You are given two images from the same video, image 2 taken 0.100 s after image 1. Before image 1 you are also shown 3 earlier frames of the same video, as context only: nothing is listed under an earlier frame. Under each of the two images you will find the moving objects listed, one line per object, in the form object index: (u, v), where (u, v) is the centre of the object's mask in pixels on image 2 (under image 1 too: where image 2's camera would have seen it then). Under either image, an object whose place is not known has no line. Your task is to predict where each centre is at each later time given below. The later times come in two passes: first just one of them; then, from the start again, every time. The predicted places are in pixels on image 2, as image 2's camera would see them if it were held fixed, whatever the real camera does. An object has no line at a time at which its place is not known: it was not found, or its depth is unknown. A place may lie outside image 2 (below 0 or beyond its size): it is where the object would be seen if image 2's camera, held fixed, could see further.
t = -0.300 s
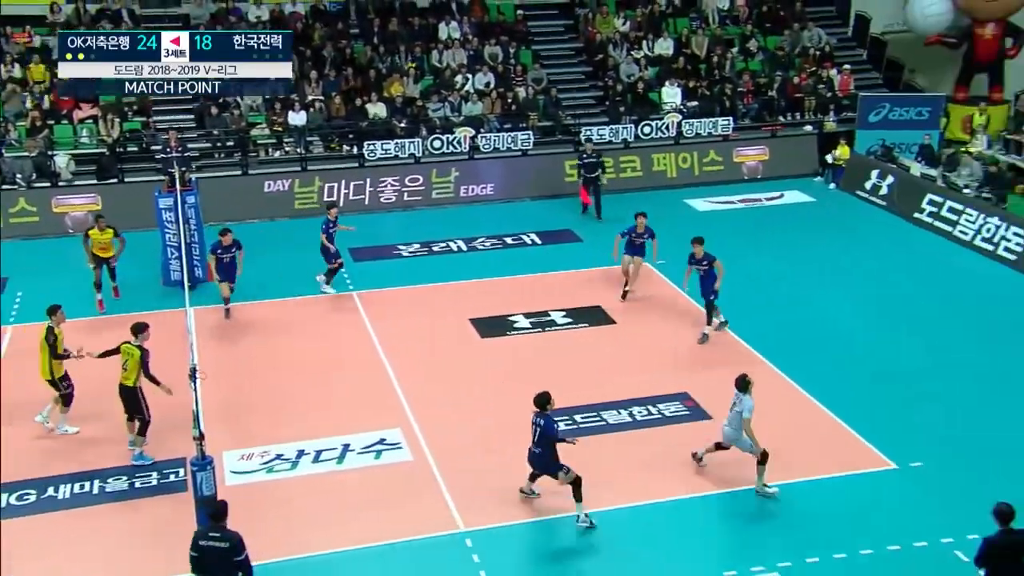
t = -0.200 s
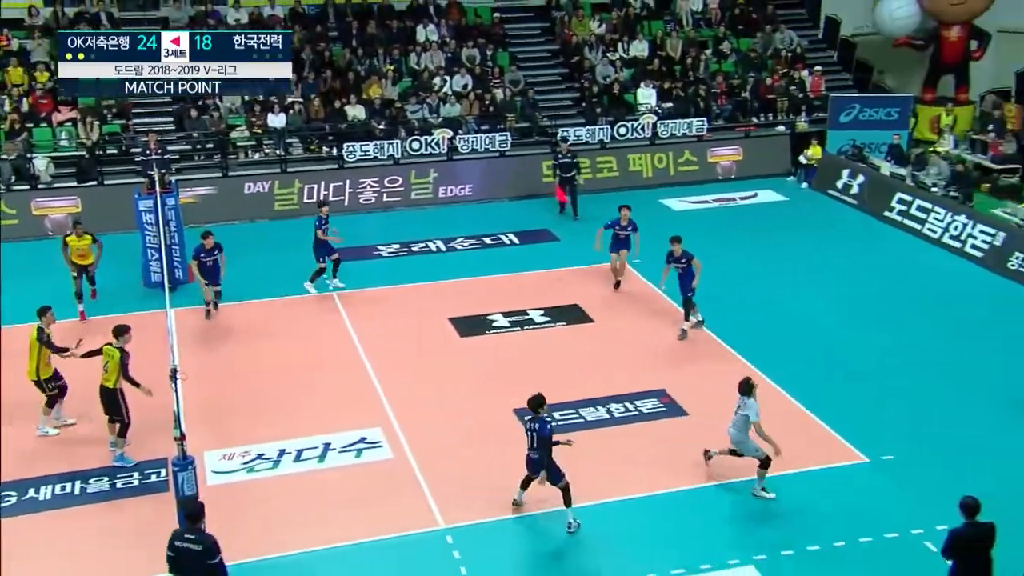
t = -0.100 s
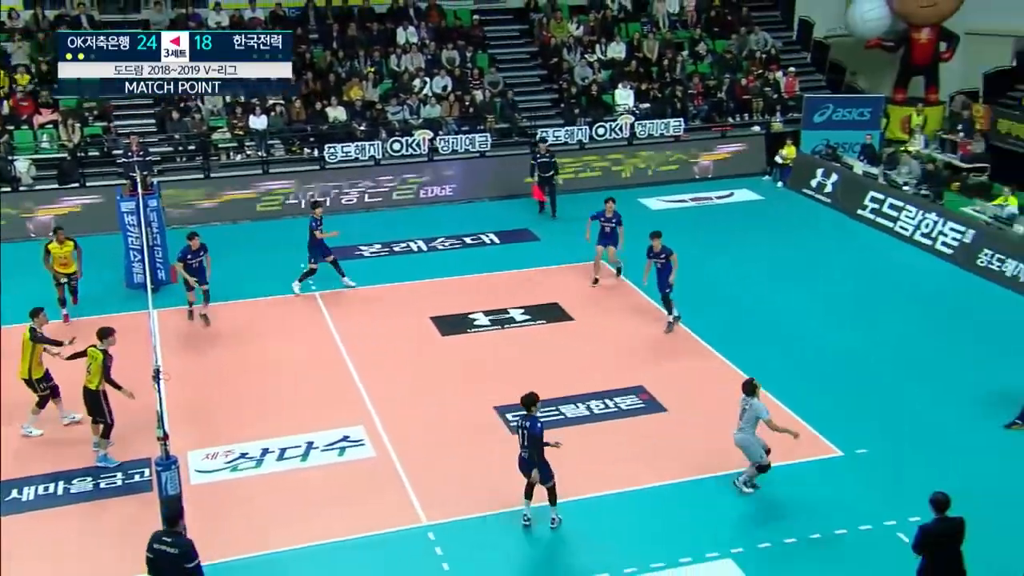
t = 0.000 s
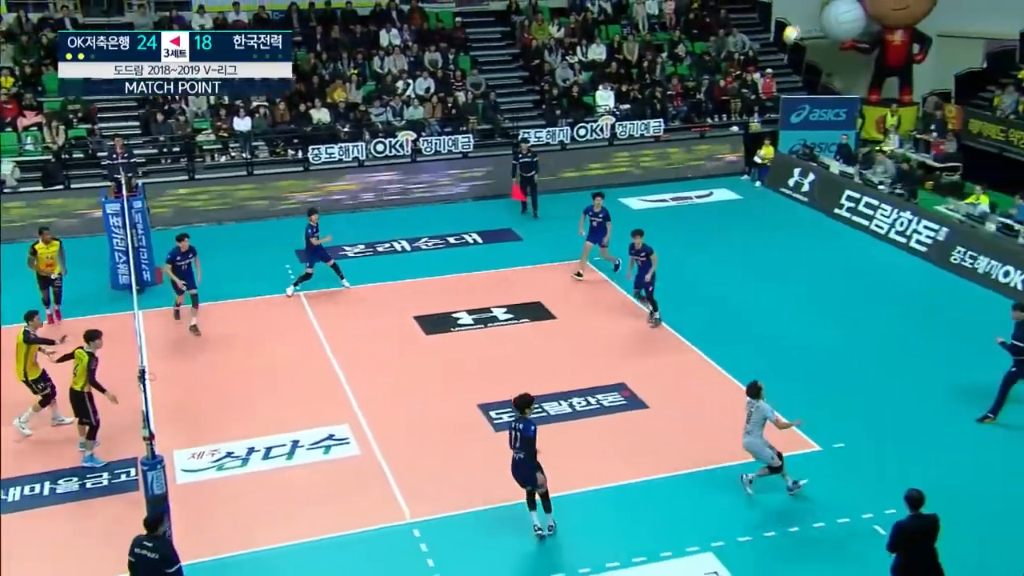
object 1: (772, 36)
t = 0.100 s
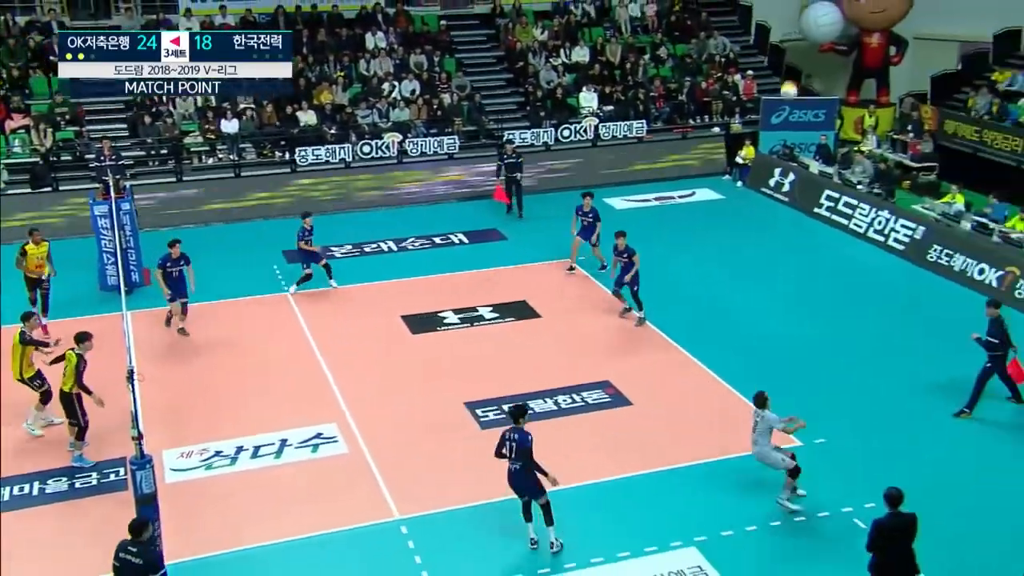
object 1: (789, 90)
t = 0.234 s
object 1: (807, 174)
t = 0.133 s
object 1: (794, 110)
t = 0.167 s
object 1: (799, 130)
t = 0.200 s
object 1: (803, 151)
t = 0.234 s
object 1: (807, 174)
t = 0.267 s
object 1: (811, 195)
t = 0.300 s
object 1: (815, 219)
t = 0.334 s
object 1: (819, 241)
